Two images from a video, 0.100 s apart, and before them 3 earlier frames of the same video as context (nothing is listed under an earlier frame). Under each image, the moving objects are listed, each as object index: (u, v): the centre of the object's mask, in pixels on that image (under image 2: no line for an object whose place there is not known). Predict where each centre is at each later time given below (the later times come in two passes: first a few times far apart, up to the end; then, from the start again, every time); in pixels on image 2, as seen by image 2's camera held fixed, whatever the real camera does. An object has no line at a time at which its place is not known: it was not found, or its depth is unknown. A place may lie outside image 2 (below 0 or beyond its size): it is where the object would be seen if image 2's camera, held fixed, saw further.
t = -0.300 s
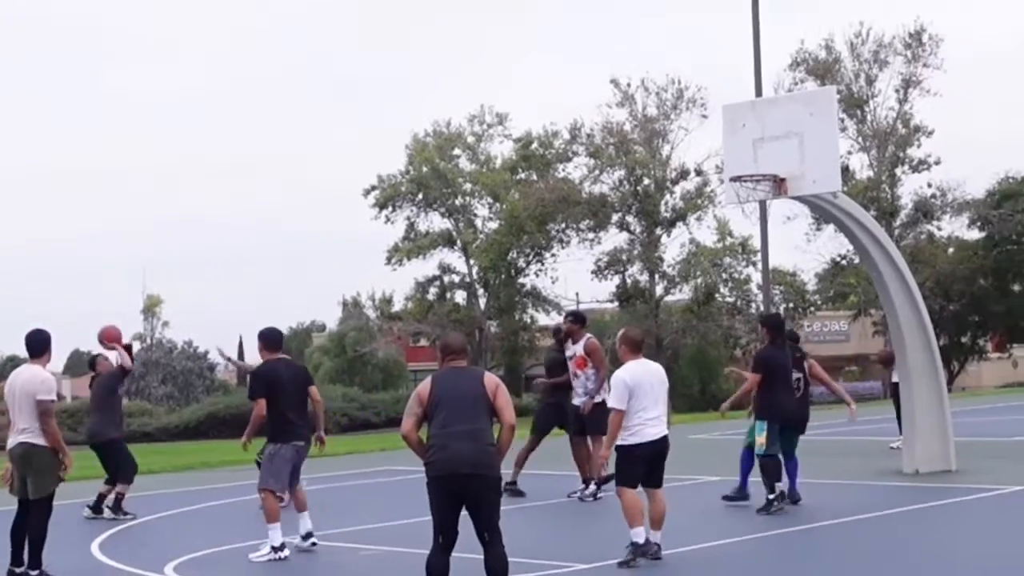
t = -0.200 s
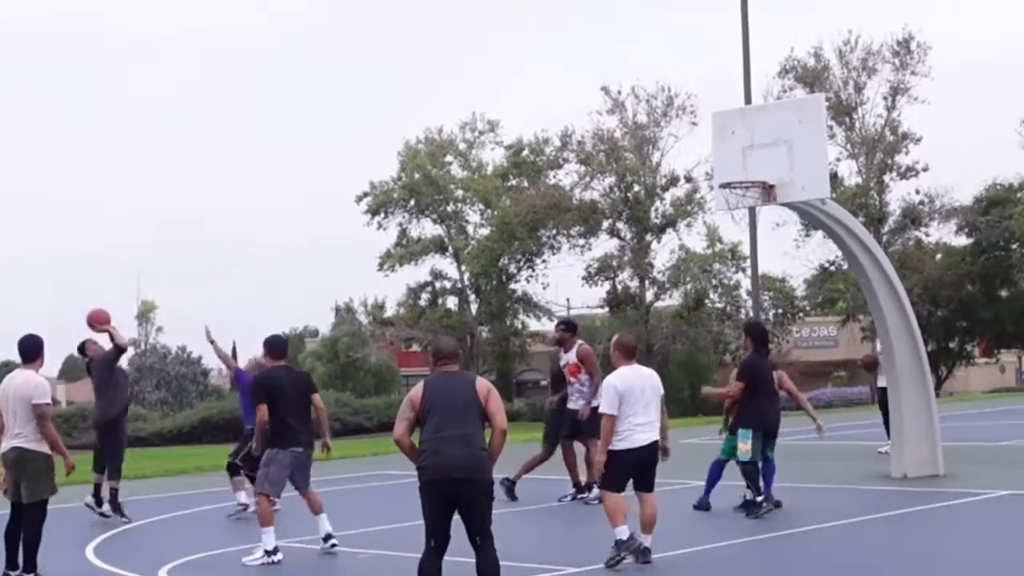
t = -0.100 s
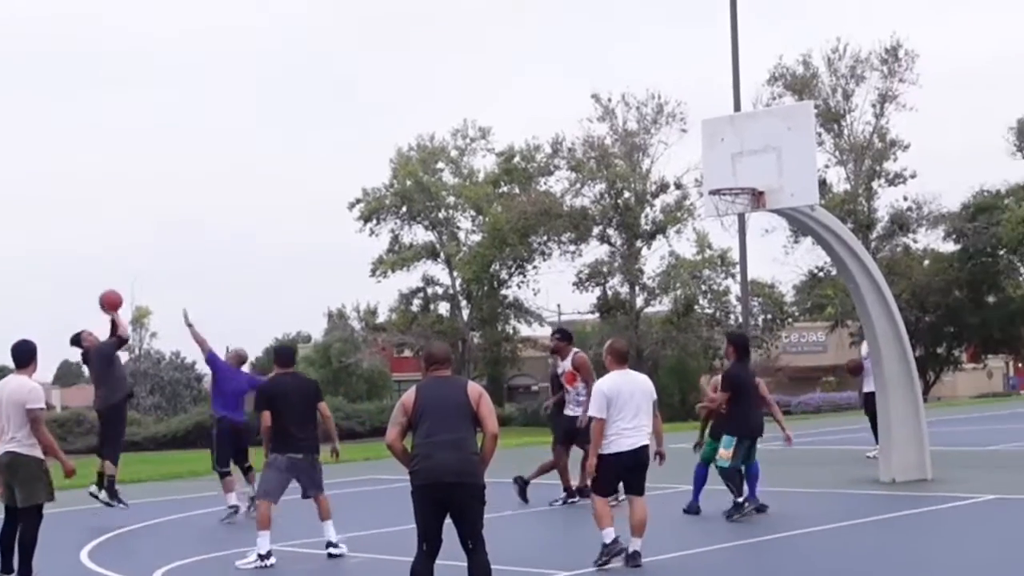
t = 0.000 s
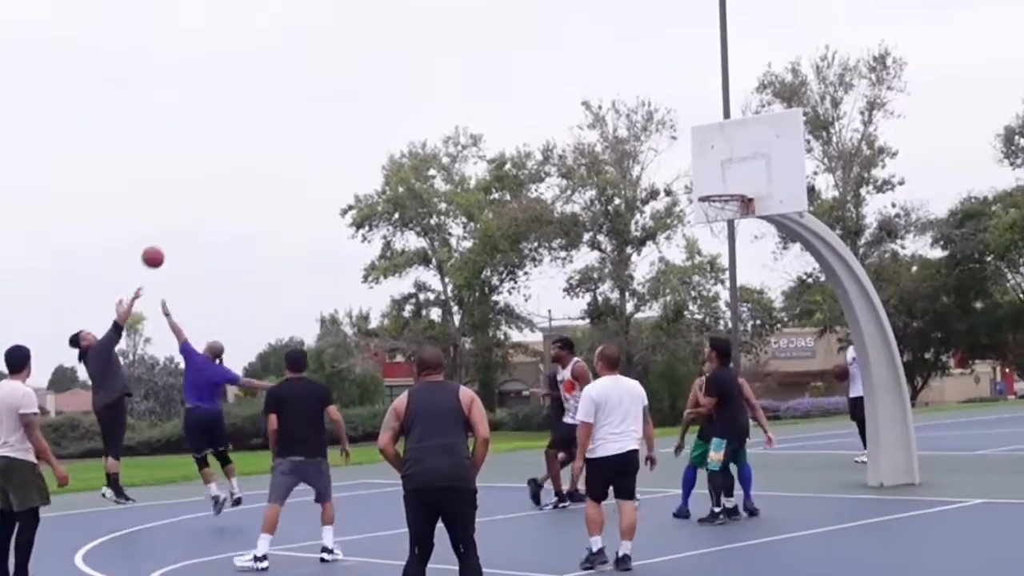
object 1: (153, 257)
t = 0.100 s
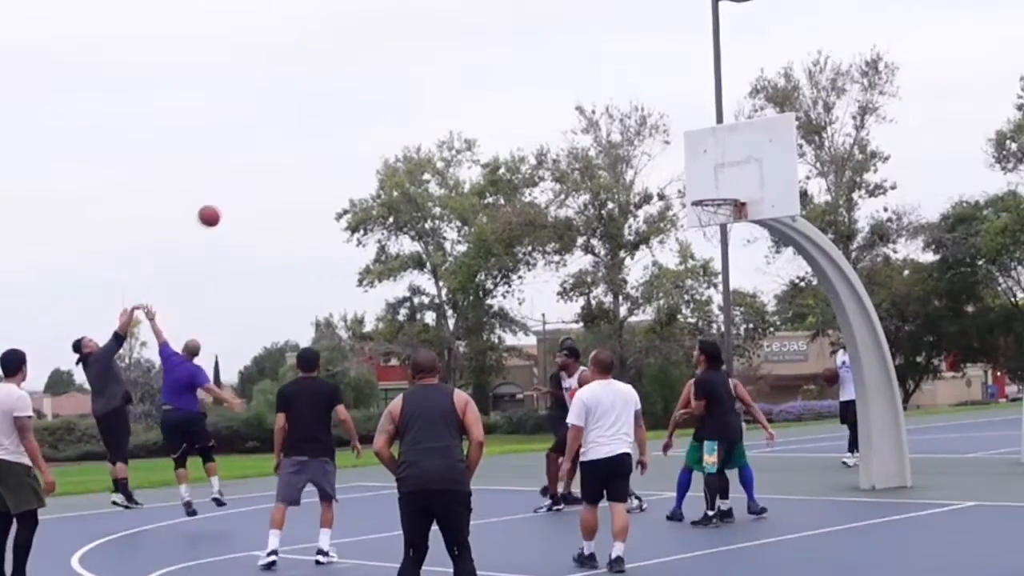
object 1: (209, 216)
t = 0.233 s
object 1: (289, 170)
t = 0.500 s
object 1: (450, 129)
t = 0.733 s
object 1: (592, 148)
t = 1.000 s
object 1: (693, 178)
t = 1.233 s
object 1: (622, 158)
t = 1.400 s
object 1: (569, 177)
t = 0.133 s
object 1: (229, 202)
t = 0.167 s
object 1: (249, 191)
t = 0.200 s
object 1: (270, 180)
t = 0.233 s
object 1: (289, 170)
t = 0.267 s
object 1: (310, 161)
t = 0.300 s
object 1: (330, 153)
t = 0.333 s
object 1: (350, 146)
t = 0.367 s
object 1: (370, 141)
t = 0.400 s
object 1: (390, 136)
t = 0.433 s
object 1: (410, 132)
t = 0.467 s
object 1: (430, 130)
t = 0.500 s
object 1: (450, 129)
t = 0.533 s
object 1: (470, 128)
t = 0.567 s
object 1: (491, 129)
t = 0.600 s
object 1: (510, 130)
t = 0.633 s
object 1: (531, 133)
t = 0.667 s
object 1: (551, 137)
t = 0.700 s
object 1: (572, 142)
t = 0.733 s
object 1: (592, 148)
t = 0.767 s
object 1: (613, 155)
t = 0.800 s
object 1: (632, 163)
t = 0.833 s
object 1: (653, 172)
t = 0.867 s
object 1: (674, 183)
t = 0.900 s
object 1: (693, 193)
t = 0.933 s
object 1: (702, 192)
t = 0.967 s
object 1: (703, 186)
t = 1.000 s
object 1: (693, 178)
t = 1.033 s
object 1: (683, 172)
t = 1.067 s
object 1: (672, 168)
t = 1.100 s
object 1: (662, 163)
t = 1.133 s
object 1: (652, 160)
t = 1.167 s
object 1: (641, 159)
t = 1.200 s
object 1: (631, 158)
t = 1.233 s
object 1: (622, 158)
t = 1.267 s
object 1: (612, 160)
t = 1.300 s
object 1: (601, 163)
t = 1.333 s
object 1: (590, 167)
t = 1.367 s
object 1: (580, 170)
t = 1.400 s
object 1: (569, 177)
